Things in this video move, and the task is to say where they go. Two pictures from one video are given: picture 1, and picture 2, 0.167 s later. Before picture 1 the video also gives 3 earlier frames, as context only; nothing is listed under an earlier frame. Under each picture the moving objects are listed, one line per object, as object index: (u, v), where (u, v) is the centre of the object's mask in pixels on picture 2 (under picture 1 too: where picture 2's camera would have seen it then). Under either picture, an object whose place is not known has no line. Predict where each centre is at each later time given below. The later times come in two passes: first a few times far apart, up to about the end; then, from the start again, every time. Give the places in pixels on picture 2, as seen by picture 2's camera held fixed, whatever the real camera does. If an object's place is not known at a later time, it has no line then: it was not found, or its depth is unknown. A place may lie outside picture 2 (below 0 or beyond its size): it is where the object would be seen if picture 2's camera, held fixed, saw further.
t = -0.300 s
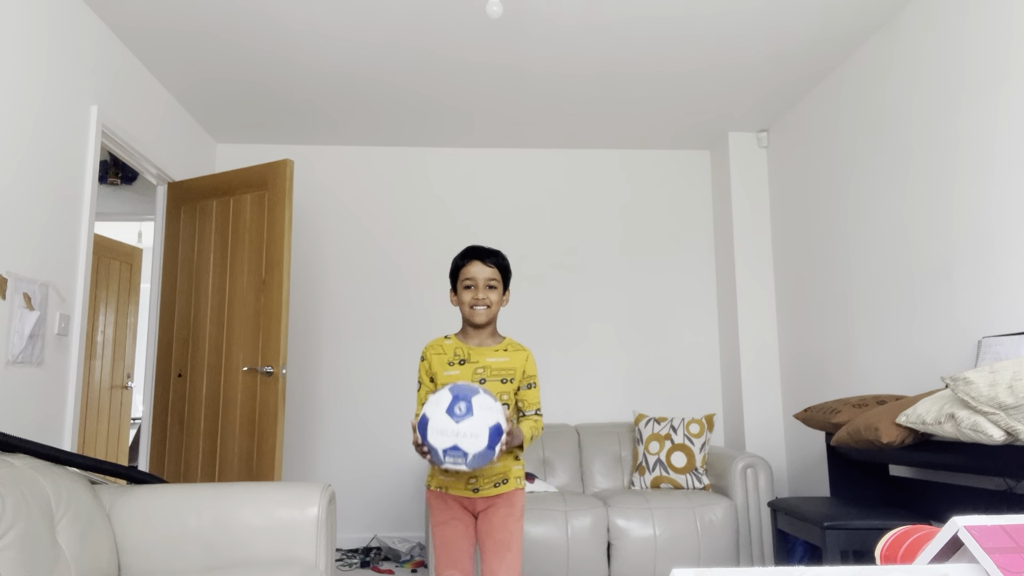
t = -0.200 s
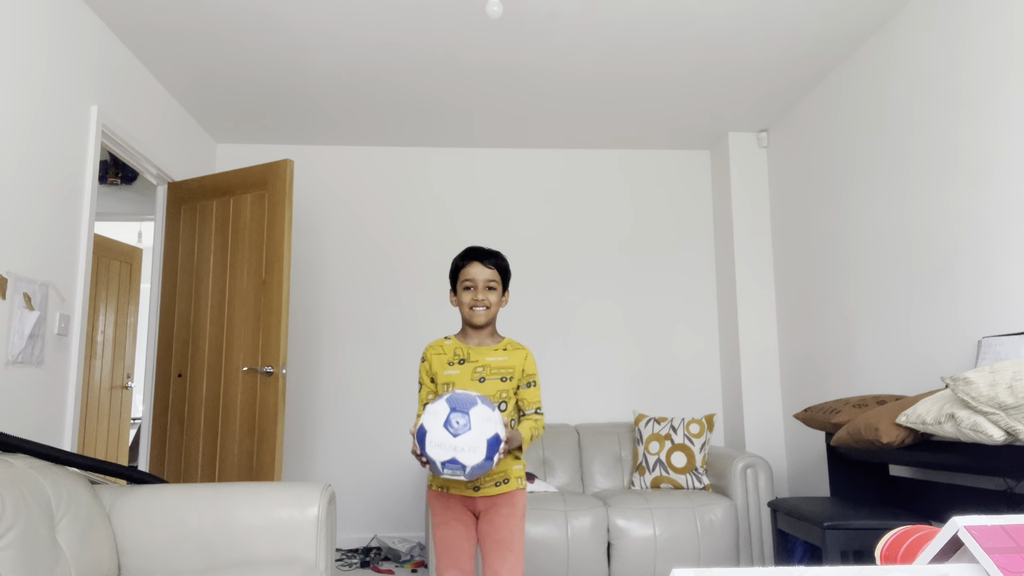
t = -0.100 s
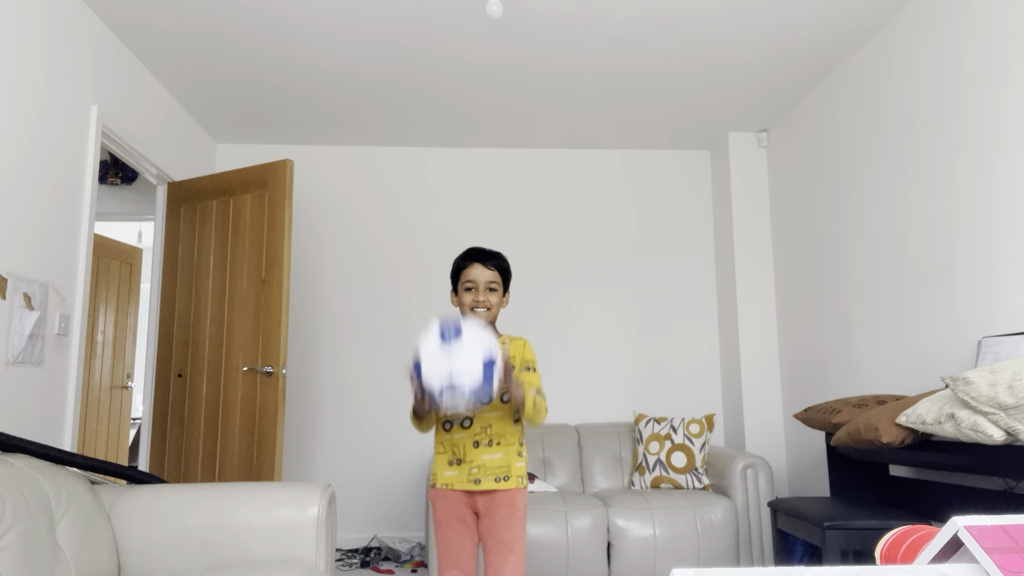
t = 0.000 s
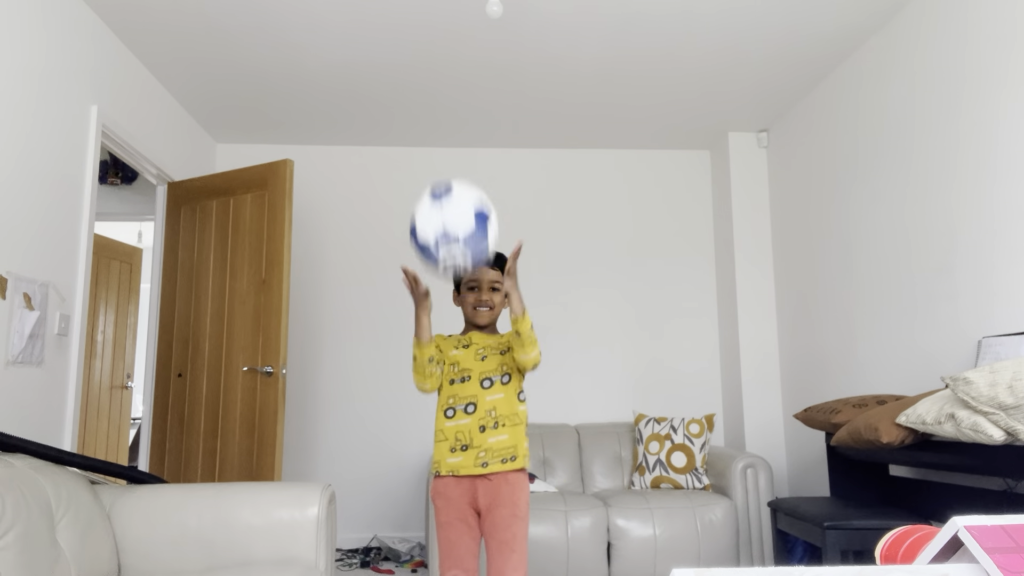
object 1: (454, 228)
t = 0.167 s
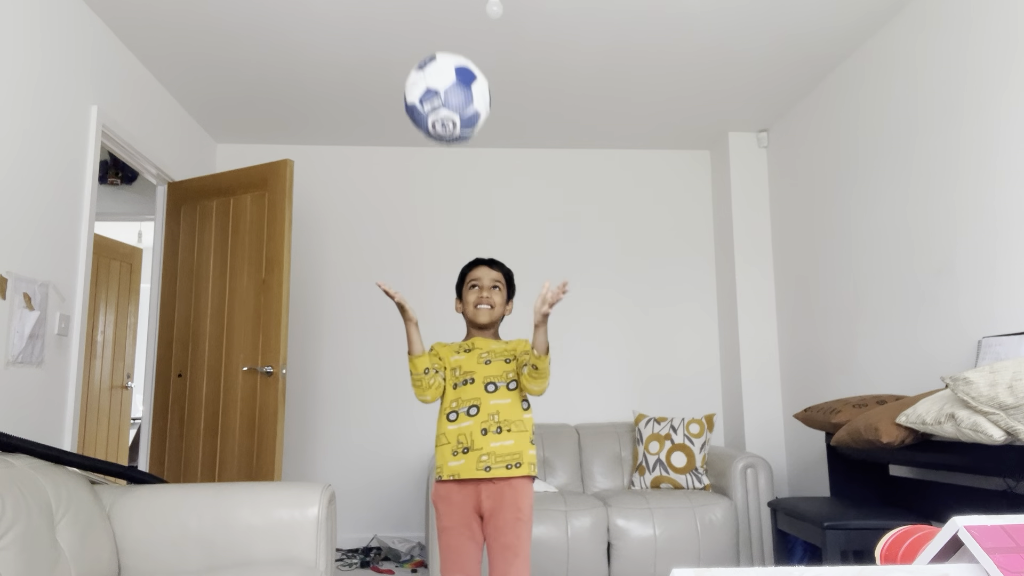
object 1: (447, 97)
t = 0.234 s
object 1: (444, 78)
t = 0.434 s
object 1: (435, 115)
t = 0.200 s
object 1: (446, 86)
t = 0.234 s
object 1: (444, 78)
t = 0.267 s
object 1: (443, 74)
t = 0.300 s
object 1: (441, 74)
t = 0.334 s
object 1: (440, 79)
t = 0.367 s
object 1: (439, 87)
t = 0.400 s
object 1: (437, 99)
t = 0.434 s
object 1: (435, 115)
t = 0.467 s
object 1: (434, 136)
